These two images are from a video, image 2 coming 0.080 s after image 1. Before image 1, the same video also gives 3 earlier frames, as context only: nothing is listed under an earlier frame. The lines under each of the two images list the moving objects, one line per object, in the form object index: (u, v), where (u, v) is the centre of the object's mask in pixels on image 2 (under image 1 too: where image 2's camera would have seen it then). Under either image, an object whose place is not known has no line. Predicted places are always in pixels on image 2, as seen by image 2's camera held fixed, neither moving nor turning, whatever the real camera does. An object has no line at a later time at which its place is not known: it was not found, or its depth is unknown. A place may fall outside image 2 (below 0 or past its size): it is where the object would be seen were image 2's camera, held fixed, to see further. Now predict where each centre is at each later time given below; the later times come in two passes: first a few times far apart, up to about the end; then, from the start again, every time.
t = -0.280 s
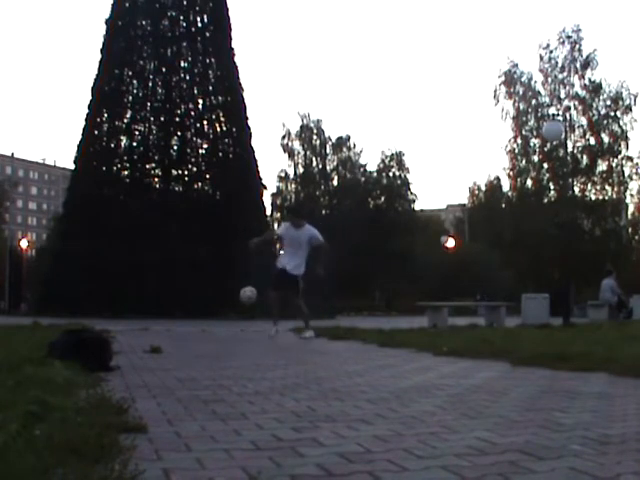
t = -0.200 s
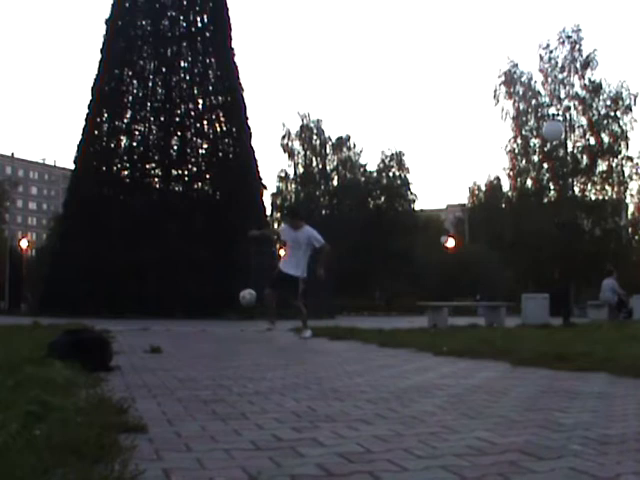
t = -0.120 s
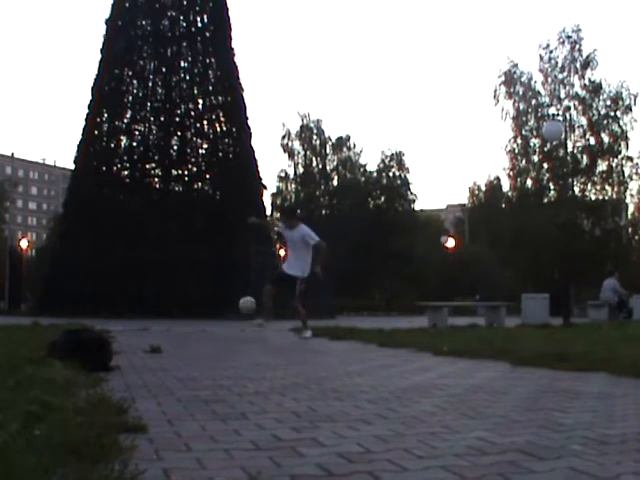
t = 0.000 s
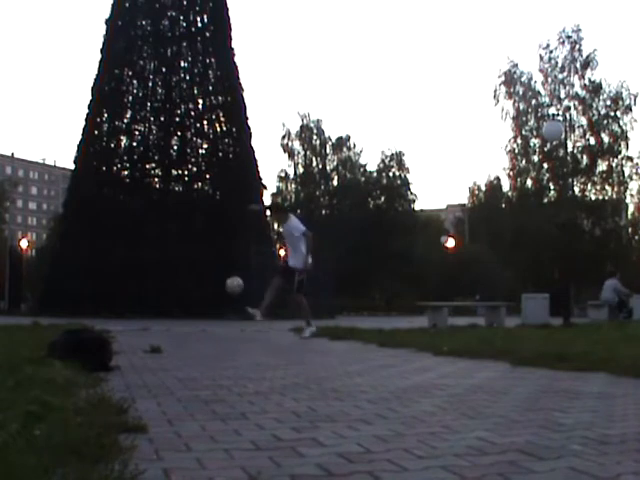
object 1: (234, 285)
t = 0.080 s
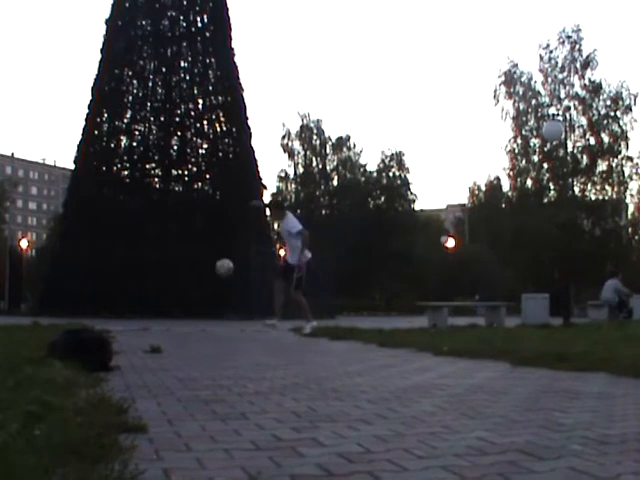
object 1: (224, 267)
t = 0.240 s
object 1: (204, 246)
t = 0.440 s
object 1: (179, 249)
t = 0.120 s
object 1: (219, 260)
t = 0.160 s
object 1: (214, 254)
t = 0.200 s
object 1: (209, 250)
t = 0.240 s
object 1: (204, 246)
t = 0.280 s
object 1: (199, 244)
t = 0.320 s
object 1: (194, 244)
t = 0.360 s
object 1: (189, 244)
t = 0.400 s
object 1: (184, 246)
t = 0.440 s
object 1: (179, 249)
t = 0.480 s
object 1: (174, 253)
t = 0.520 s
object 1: (169, 258)
